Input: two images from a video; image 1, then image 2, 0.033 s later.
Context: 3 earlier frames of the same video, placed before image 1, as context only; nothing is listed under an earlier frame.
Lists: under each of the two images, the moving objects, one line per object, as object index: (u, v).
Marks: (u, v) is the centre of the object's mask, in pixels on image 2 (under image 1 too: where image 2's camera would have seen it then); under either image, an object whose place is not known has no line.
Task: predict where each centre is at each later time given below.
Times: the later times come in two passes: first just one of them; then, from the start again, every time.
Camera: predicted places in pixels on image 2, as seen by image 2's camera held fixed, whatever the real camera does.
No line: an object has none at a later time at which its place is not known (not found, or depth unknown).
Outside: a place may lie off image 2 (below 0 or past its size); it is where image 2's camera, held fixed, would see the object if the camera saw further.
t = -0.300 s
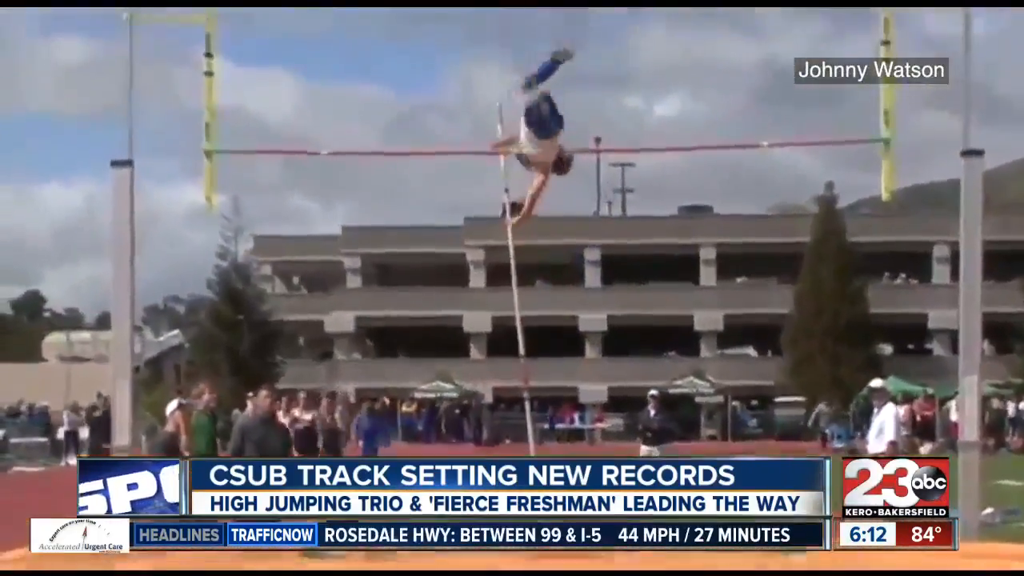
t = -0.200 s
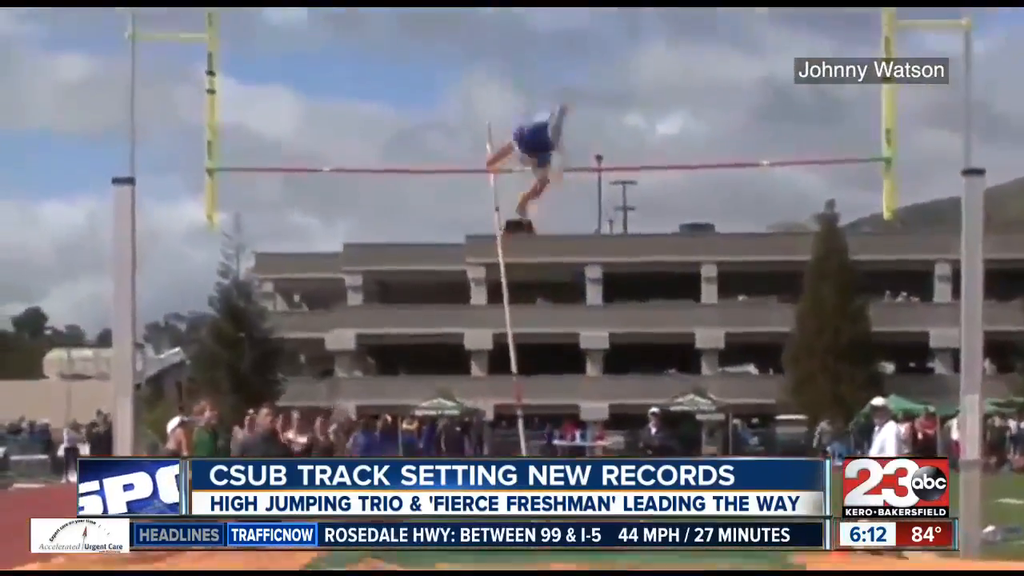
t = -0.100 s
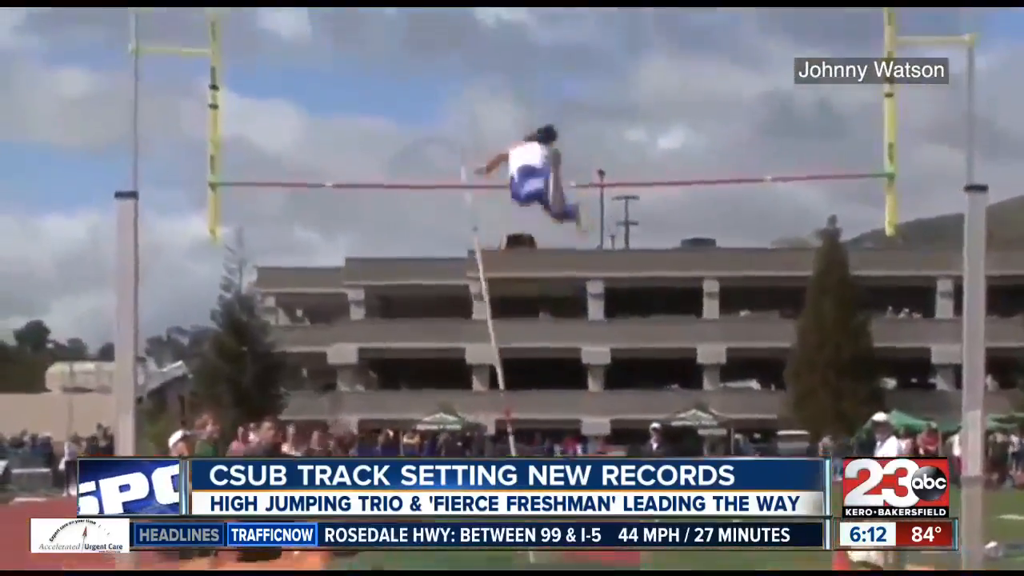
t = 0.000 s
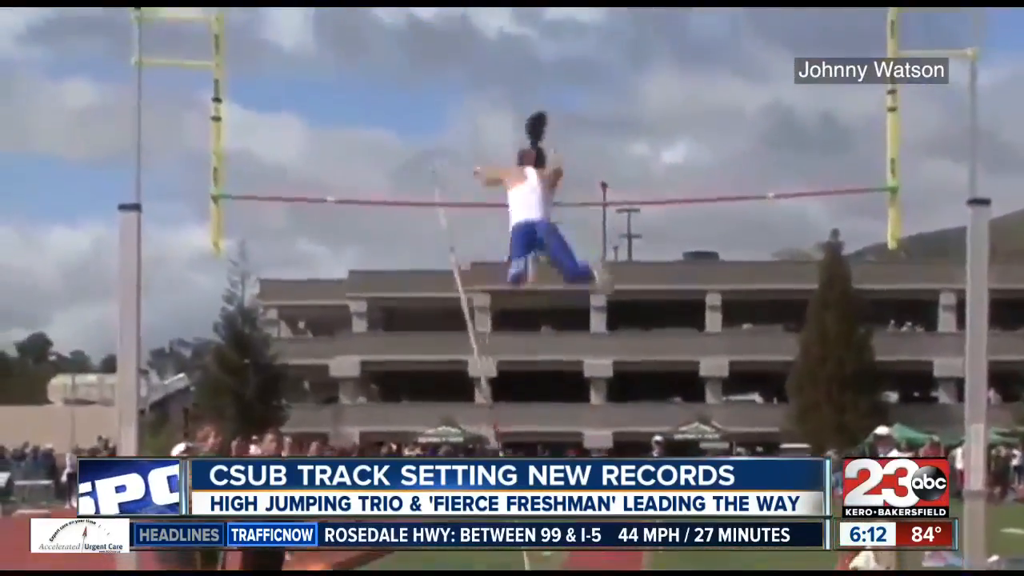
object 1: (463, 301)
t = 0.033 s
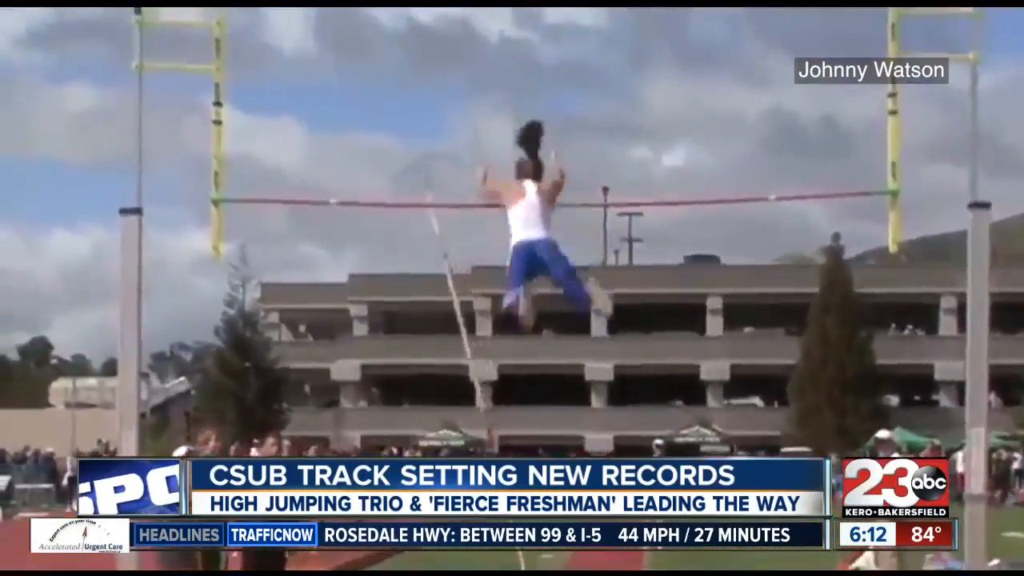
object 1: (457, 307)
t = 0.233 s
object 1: (405, 327)
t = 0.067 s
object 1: (451, 316)
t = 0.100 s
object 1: (440, 311)
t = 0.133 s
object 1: (432, 316)
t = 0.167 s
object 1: (424, 320)
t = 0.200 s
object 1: (417, 328)
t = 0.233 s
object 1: (405, 327)
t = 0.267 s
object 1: (394, 327)
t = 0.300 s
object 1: (377, 315)
